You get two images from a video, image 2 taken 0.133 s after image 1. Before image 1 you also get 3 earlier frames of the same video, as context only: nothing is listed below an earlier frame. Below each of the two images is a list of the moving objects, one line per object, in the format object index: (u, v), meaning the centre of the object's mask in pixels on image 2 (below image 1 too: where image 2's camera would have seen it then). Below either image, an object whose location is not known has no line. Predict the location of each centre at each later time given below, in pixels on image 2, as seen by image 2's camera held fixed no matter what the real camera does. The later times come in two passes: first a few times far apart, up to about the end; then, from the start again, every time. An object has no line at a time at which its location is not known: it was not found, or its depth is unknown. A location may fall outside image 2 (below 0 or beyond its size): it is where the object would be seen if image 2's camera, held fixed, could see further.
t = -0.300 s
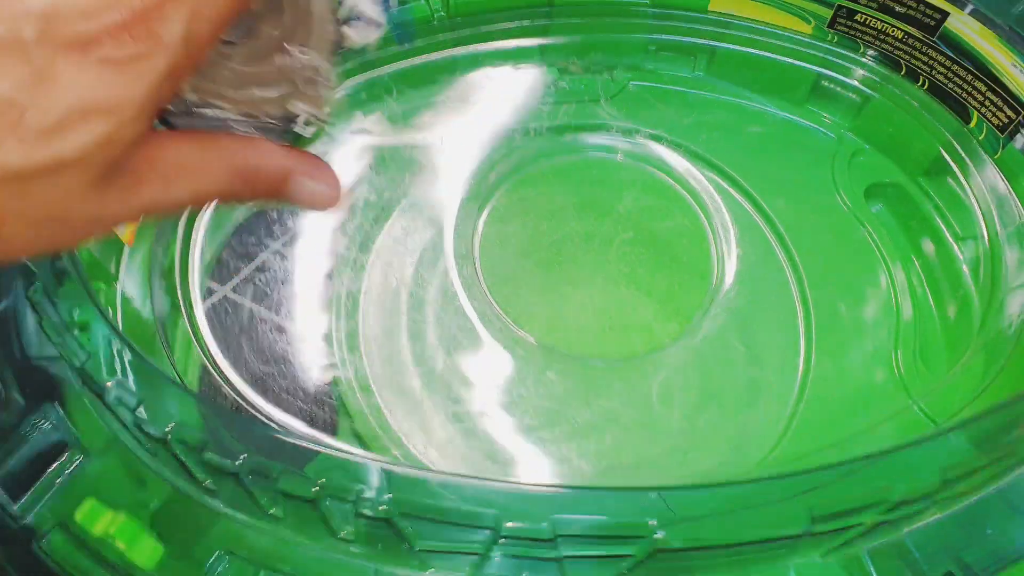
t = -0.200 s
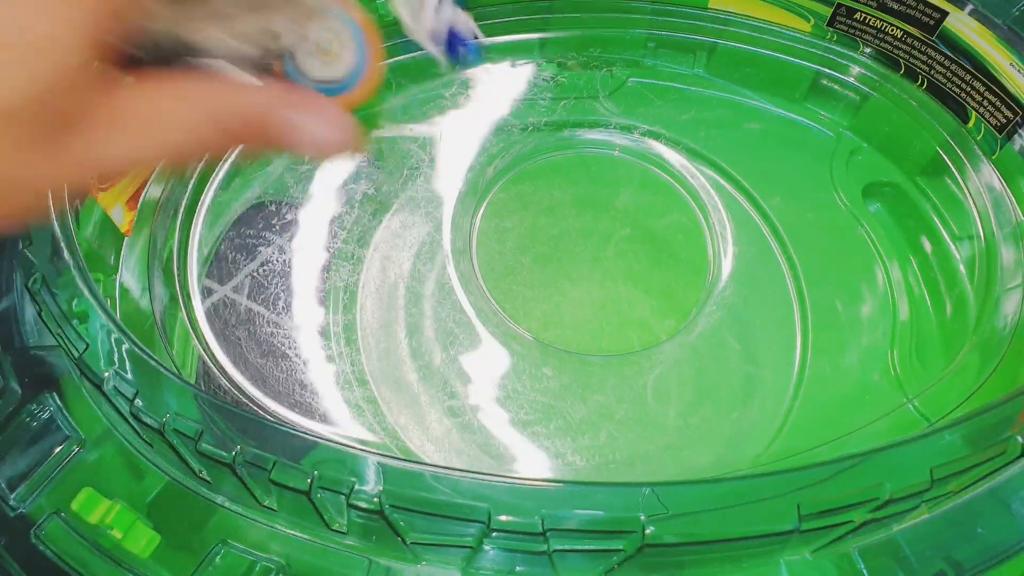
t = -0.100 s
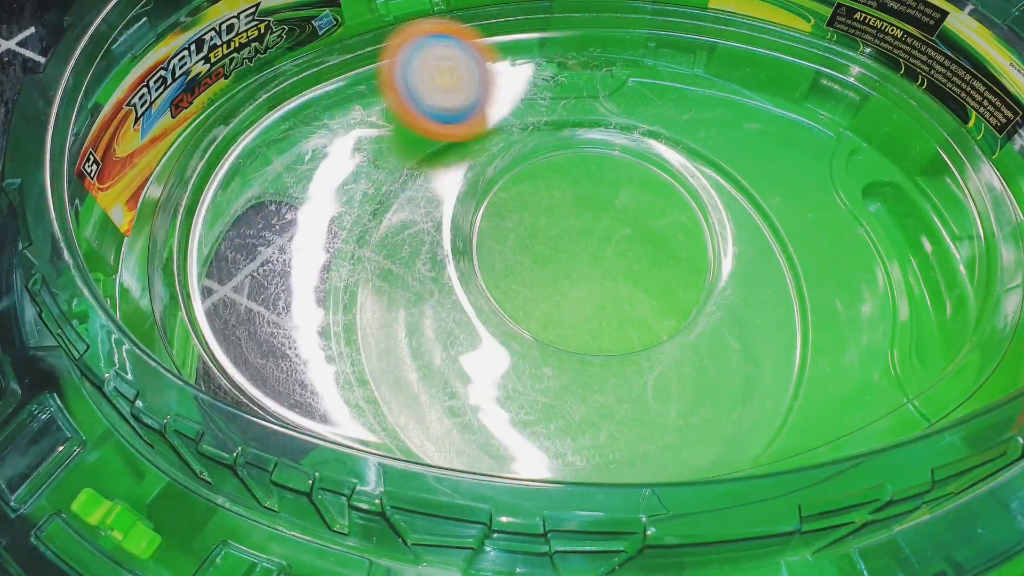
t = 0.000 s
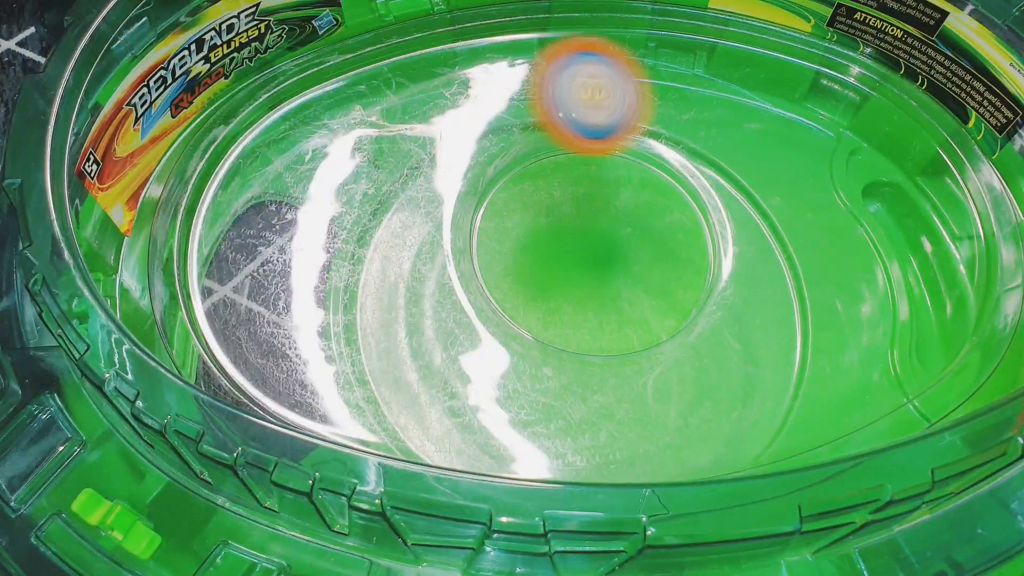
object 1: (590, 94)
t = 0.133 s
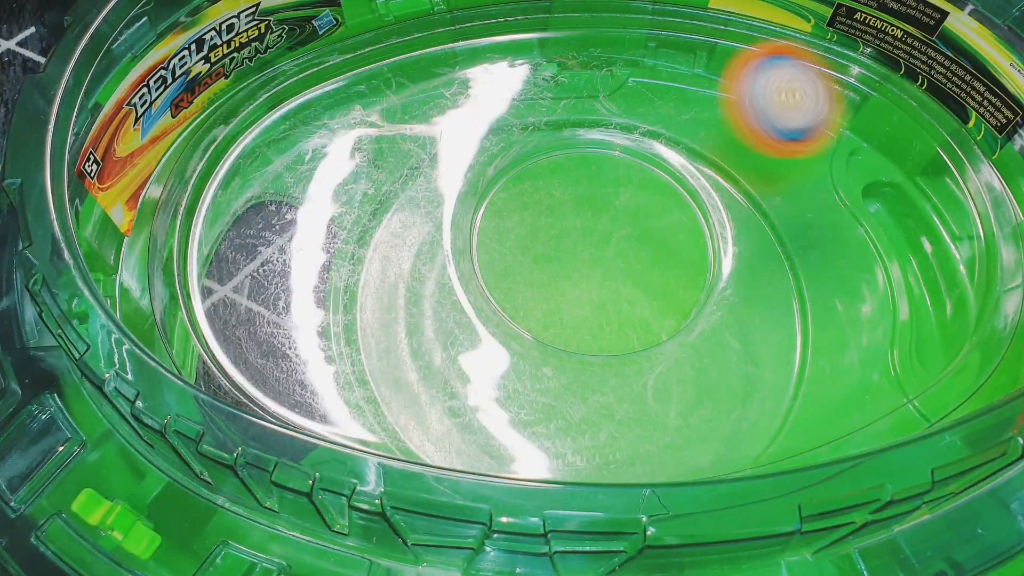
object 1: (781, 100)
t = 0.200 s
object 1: (890, 95)
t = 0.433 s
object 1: (946, 219)
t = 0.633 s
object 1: (807, 280)
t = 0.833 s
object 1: (635, 235)
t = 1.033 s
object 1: (516, 179)
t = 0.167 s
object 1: (837, 98)
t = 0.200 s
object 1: (890, 95)
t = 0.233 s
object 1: (938, 91)
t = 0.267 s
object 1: (975, 102)
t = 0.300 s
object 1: (978, 122)
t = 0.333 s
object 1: (976, 145)
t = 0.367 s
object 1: (973, 168)
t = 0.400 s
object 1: (966, 193)
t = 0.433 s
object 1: (946, 219)
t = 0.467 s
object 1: (926, 238)
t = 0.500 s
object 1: (904, 255)
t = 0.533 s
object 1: (883, 267)
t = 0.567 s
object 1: (859, 275)
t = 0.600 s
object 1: (834, 280)
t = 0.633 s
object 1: (807, 280)
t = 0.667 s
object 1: (783, 276)
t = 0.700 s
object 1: (757, 268)
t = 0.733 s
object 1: (729, 259)
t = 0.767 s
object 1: (702, 245)
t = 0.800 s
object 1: (669, 238)
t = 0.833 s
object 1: (635, 235)
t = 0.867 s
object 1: (595, 245)
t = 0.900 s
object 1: (560, 260)
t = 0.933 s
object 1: (547, 237)
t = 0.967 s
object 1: (533, 221)
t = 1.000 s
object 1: (524, 201)
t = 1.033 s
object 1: (516, 179)
